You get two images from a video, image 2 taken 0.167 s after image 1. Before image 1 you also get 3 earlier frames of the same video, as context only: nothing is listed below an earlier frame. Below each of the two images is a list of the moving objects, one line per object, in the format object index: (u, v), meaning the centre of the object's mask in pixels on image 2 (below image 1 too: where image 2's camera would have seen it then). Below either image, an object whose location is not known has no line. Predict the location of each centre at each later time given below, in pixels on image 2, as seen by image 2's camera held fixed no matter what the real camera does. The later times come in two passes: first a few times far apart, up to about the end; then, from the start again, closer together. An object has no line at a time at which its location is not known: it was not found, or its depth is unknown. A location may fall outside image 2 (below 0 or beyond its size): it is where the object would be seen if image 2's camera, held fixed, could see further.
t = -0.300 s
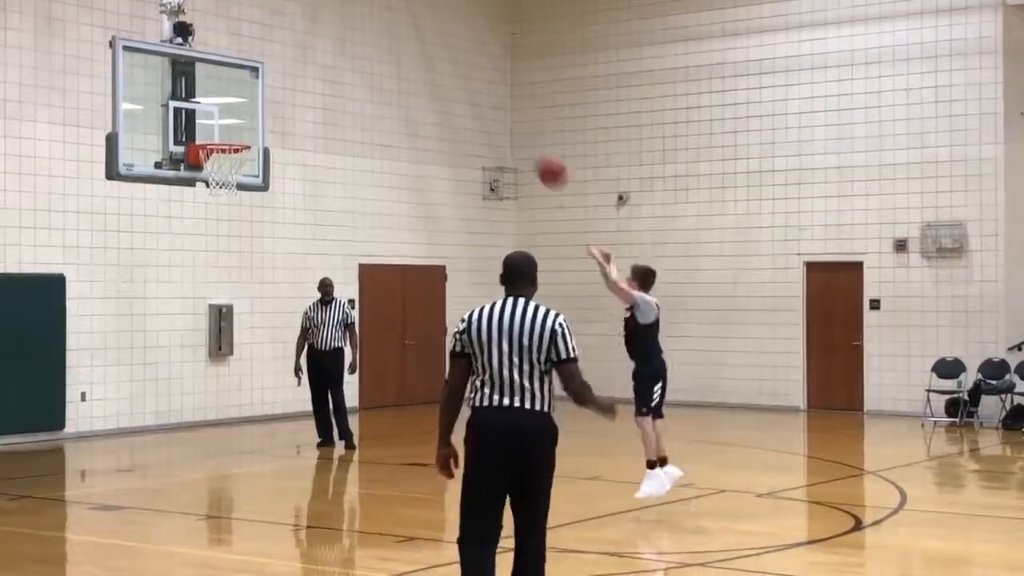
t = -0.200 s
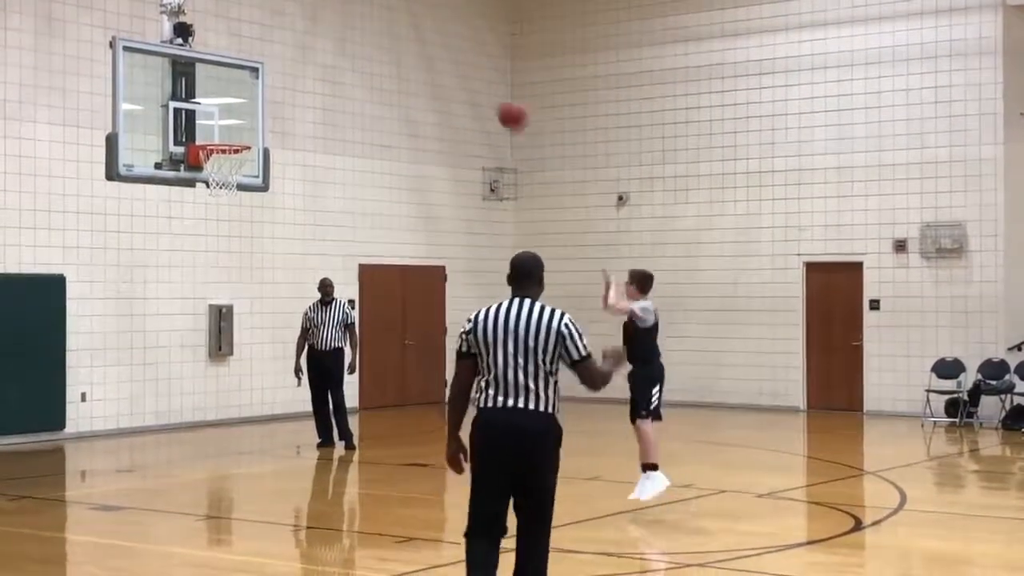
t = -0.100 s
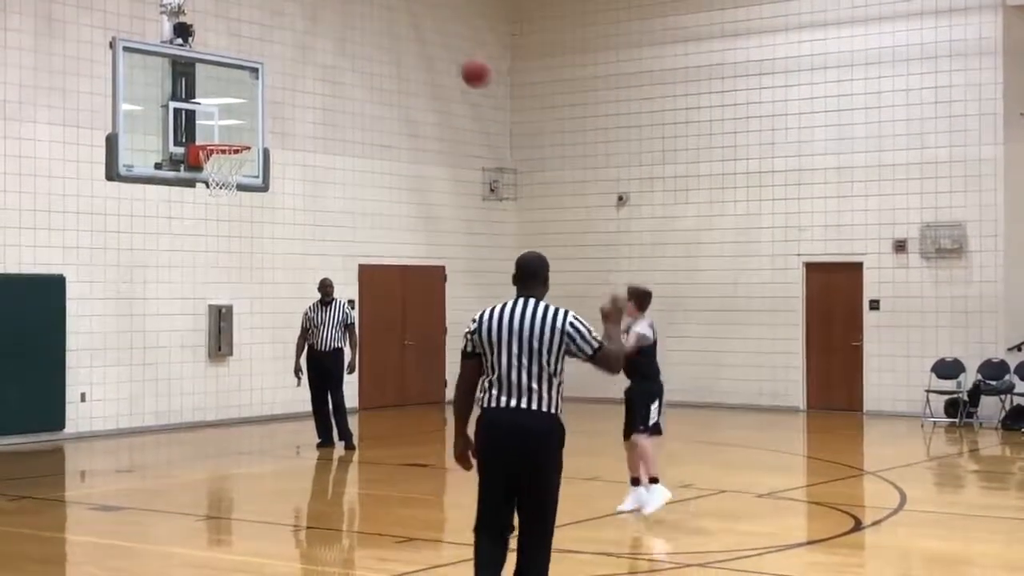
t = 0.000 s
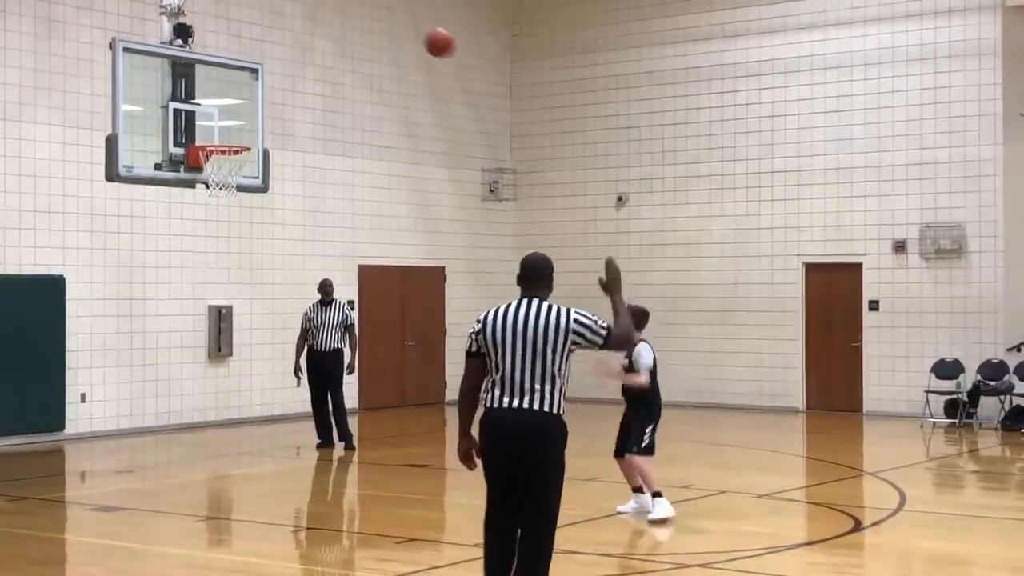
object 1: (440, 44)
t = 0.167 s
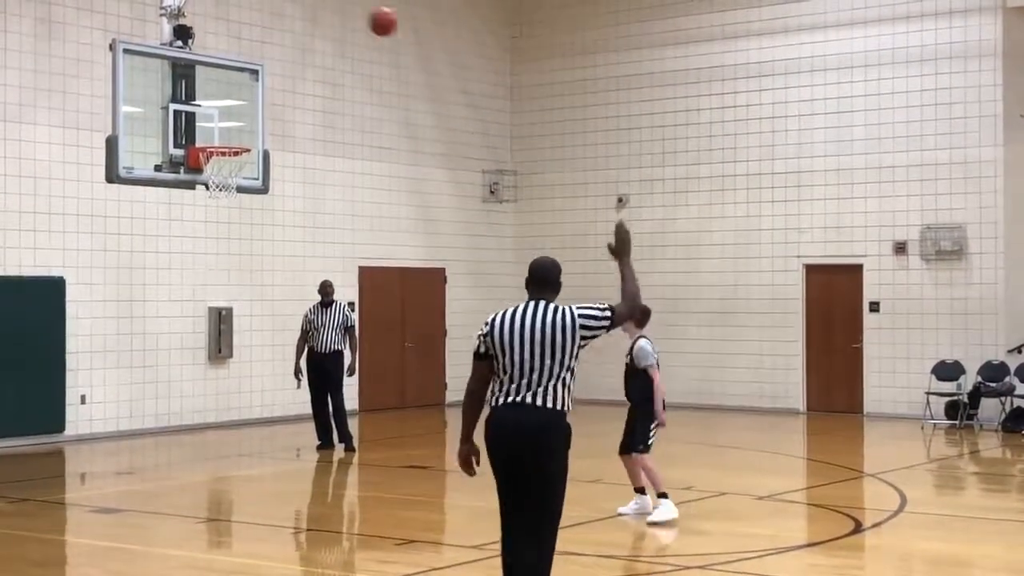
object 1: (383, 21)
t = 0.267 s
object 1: (350, 23)
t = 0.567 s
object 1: (257, 93)
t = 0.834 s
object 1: (203, 184)
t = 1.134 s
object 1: (209, 284)
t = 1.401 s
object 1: (212, 454)
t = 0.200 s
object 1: (372, 21)
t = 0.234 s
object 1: (360, 22)
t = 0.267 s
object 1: (350, 23)
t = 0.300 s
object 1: (340, 27)
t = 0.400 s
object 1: (308, 43)
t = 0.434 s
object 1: (297, 50)
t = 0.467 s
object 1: (287, 59)
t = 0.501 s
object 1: (277, 69)
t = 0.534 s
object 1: (267, 81)
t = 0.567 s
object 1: (257, 93)
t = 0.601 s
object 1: (248, 106)
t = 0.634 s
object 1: (240, 119)
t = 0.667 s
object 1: (230, 135)
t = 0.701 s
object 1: (220, 151)
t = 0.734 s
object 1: (211, 168)
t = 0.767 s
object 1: (207, 179)
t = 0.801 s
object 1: (204, 180)
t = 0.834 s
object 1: (203, 184)
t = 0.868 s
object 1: (202, 188)
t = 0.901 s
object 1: (204, 198)
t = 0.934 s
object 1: (205, 206)
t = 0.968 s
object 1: (205, 216)
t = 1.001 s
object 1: (206, 227)
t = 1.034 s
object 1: (207, 240)
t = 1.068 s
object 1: (208, 254)
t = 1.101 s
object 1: (208, 269)
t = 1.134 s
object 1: (209, 284)
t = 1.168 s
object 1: (209, 301)
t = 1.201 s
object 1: (209, 320)
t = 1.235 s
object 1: (211, 339)
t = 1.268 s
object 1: (211, 360)
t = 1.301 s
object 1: (212, 382)
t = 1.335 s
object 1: (213, 404)
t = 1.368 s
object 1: (212, 428)
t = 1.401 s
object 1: (212, 454)
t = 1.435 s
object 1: (214, 460)
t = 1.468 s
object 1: (217, 442)
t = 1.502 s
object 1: (221, 423)
